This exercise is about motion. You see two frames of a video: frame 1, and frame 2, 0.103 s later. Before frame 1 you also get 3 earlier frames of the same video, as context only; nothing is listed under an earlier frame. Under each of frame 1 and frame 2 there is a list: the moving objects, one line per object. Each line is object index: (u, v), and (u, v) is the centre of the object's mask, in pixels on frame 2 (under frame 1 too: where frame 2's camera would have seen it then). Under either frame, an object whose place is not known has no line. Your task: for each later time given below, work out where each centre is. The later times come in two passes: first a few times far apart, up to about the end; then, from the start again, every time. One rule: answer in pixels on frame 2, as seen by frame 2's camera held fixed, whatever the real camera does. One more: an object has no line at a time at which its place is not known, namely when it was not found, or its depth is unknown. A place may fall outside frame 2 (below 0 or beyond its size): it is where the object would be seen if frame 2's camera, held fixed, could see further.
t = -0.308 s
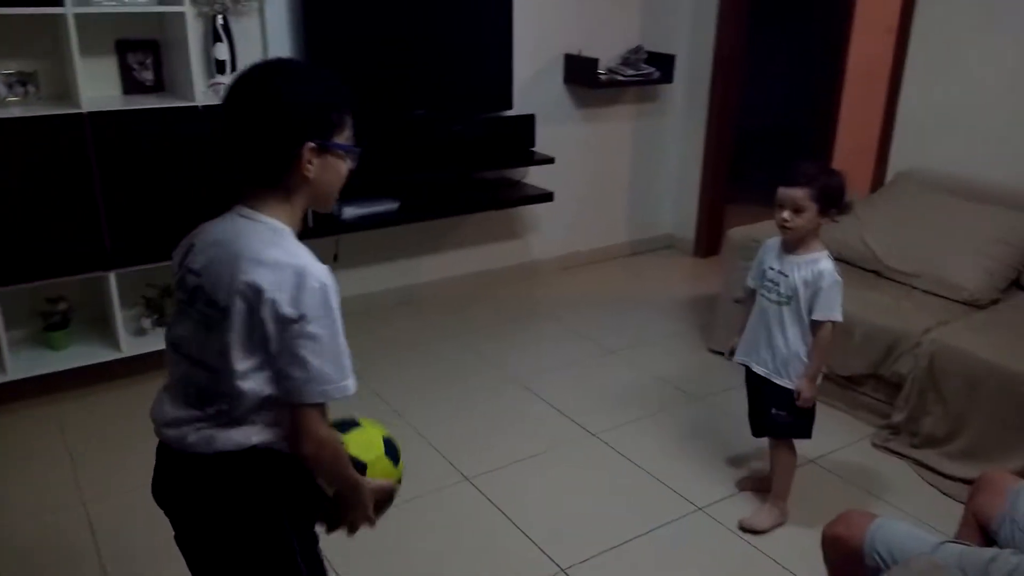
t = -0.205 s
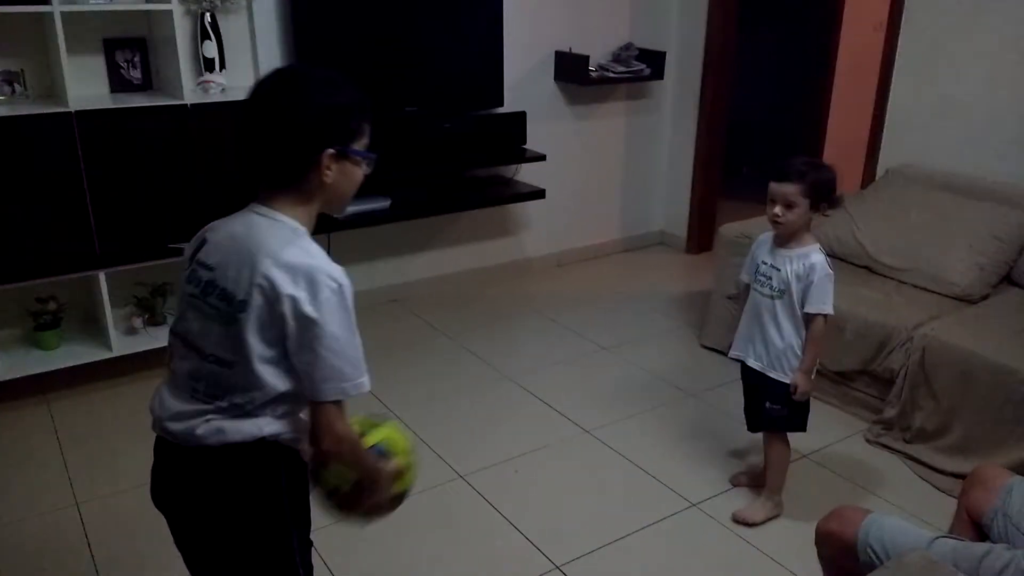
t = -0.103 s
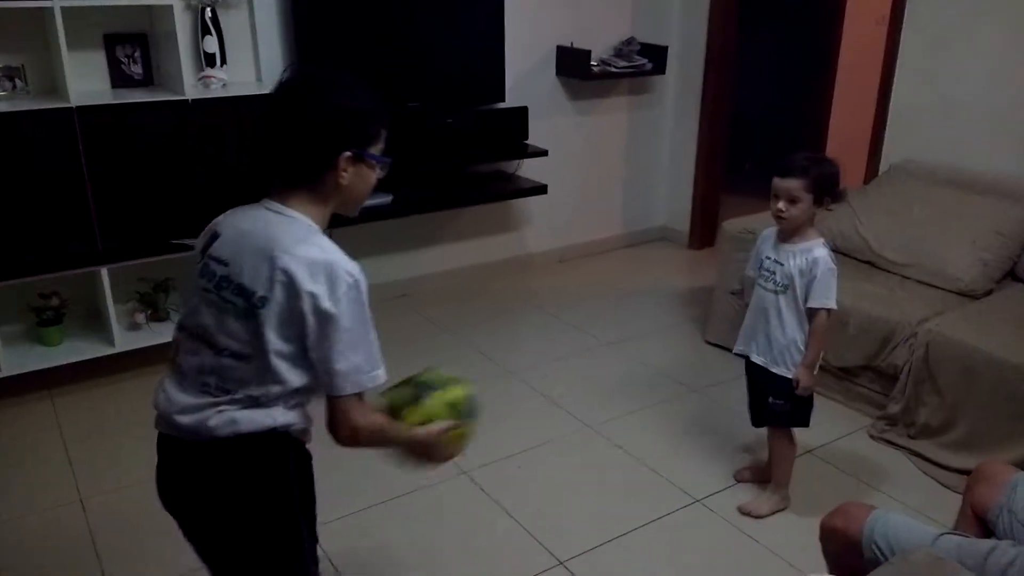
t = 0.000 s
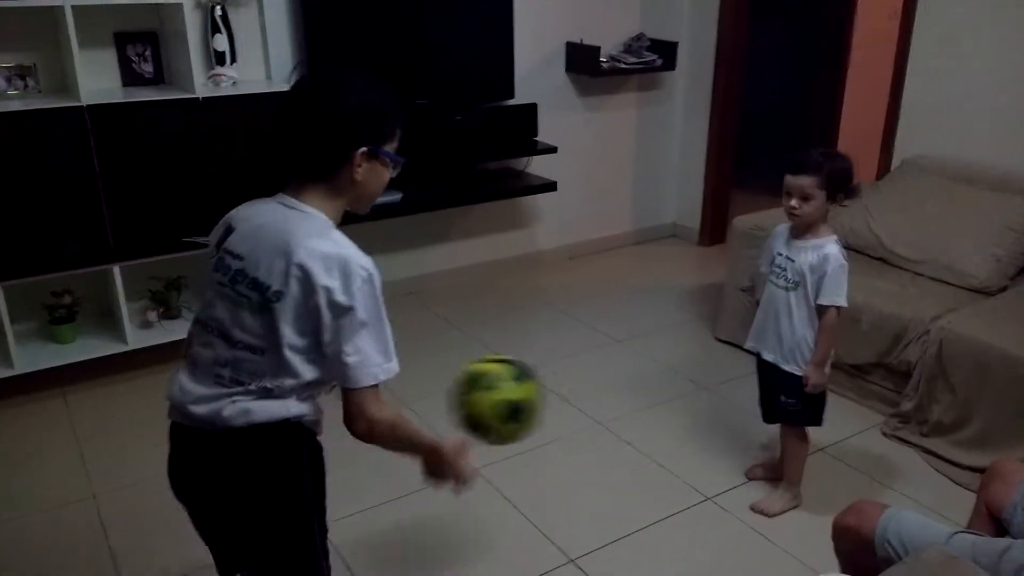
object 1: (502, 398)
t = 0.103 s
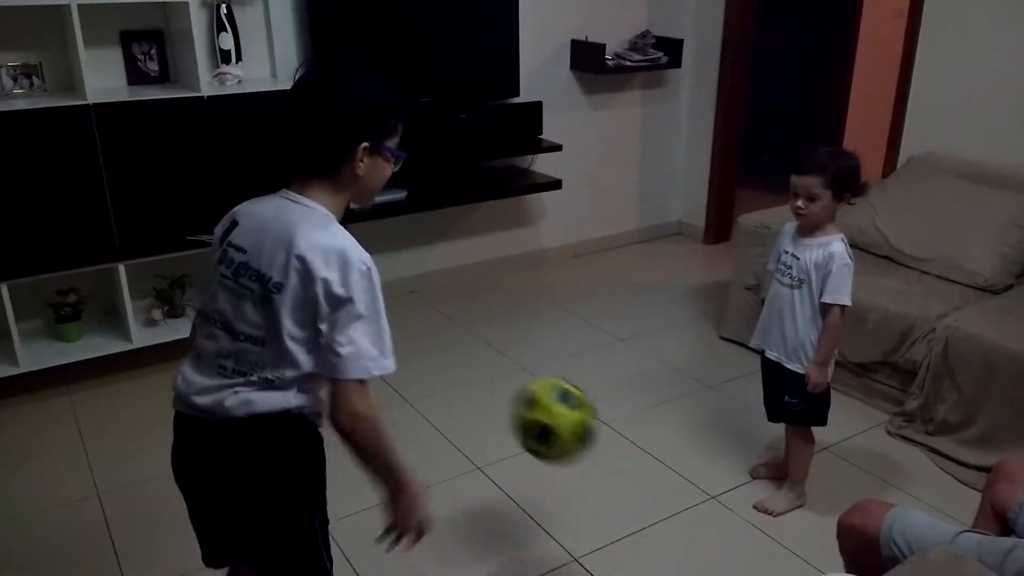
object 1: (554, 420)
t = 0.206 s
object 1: (599, 471)
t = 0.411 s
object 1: (664, 405)
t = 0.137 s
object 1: (569, 435)
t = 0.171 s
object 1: (585, 453)
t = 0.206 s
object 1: (599, 471)
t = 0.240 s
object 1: (612, 498)
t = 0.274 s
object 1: (623, 485)
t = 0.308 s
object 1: (635, 456)
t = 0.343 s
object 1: (645, 435)
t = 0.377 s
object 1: (655, 418)
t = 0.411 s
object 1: (664, 405)
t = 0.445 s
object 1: (673, 395)
